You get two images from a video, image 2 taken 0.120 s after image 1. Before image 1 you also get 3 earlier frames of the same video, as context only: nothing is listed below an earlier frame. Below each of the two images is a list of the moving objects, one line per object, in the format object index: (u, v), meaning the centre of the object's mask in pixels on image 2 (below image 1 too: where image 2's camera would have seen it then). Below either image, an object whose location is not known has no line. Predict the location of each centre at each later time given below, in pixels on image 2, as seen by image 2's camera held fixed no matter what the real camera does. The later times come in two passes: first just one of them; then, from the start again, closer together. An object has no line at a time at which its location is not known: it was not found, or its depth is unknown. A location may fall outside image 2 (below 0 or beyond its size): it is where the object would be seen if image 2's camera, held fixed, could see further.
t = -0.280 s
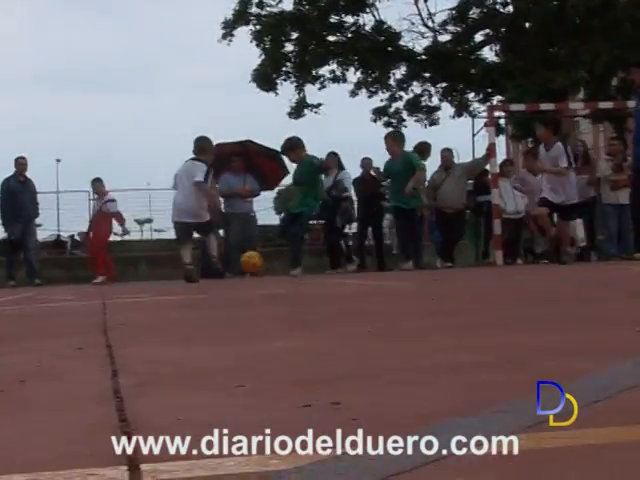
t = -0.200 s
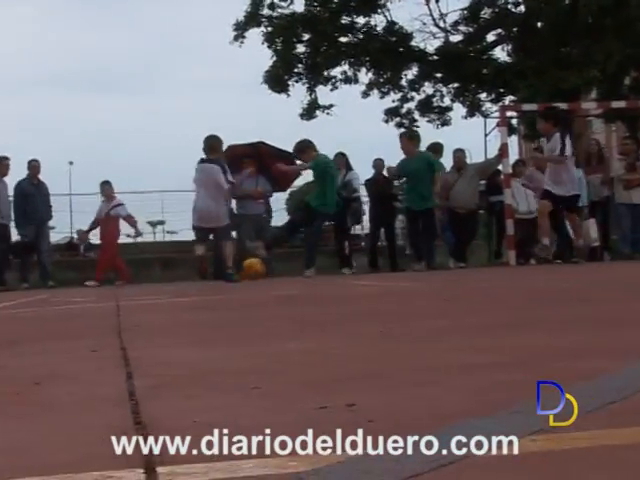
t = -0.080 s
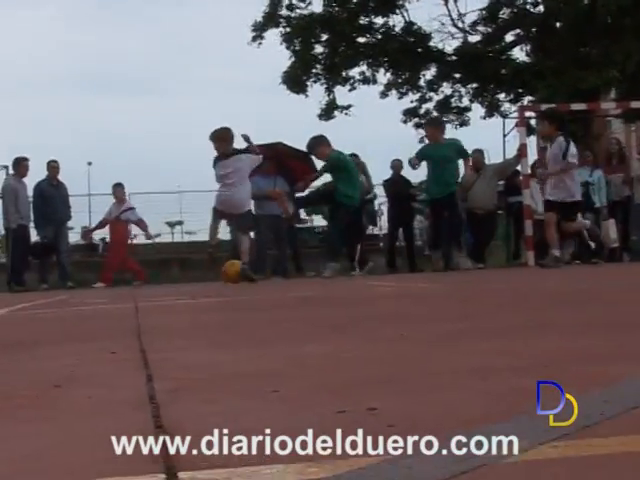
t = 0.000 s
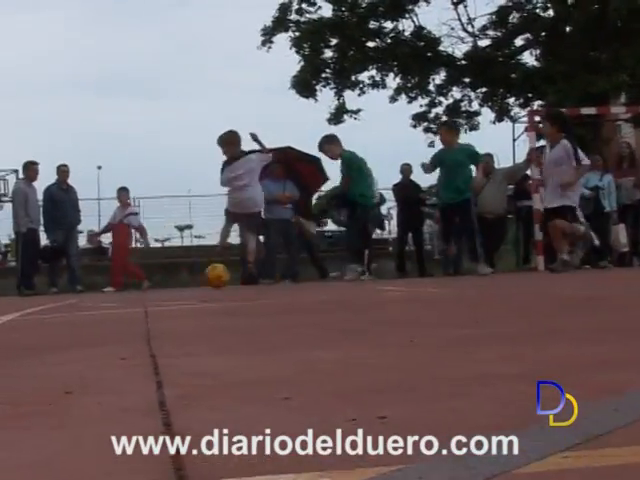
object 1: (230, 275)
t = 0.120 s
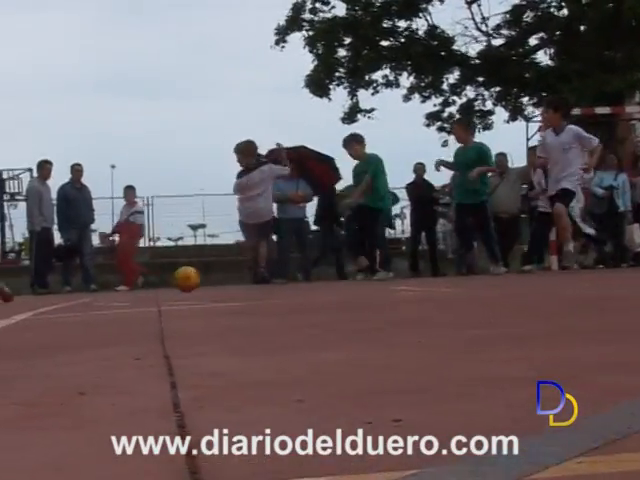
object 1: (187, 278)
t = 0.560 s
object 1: (-19, 290)
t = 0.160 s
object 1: (171, 278)
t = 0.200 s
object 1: (155, 280)
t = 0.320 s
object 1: (102, 282)
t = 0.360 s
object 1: (86, 283)
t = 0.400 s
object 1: (66, 285)
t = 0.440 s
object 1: (46, 286)
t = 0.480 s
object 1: (26, 285)
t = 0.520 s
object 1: (5, 286)
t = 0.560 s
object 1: (-19, 290)
